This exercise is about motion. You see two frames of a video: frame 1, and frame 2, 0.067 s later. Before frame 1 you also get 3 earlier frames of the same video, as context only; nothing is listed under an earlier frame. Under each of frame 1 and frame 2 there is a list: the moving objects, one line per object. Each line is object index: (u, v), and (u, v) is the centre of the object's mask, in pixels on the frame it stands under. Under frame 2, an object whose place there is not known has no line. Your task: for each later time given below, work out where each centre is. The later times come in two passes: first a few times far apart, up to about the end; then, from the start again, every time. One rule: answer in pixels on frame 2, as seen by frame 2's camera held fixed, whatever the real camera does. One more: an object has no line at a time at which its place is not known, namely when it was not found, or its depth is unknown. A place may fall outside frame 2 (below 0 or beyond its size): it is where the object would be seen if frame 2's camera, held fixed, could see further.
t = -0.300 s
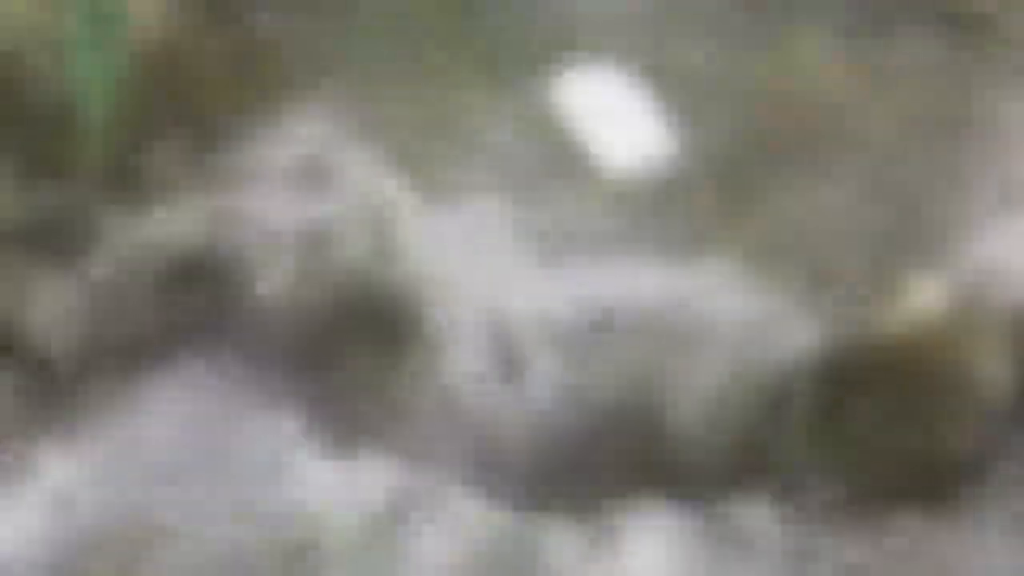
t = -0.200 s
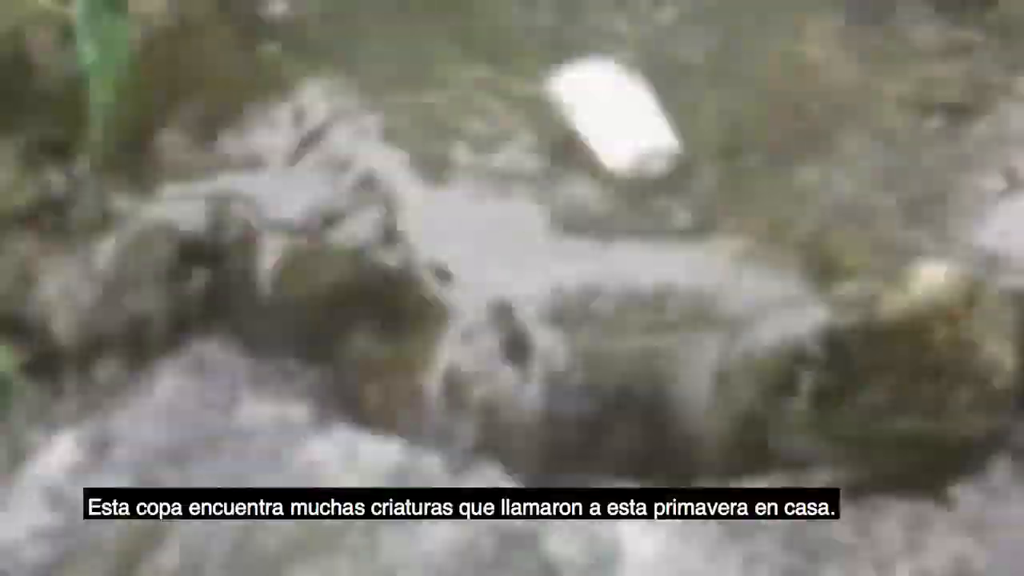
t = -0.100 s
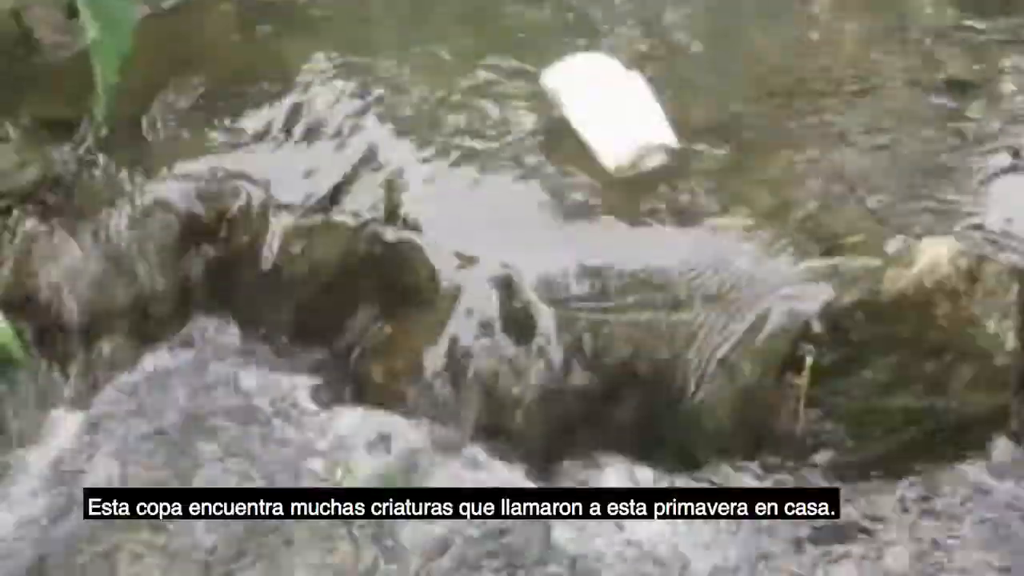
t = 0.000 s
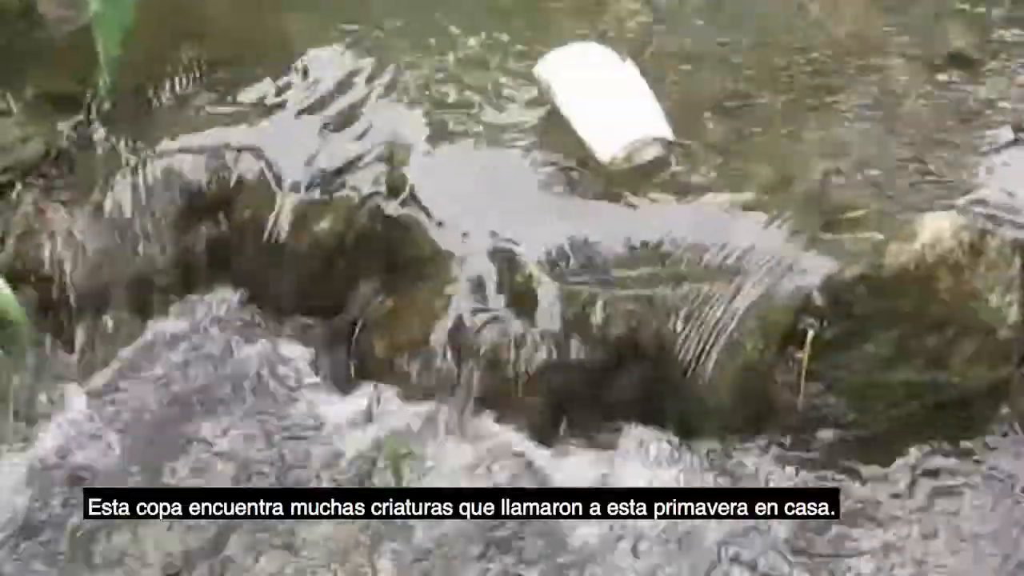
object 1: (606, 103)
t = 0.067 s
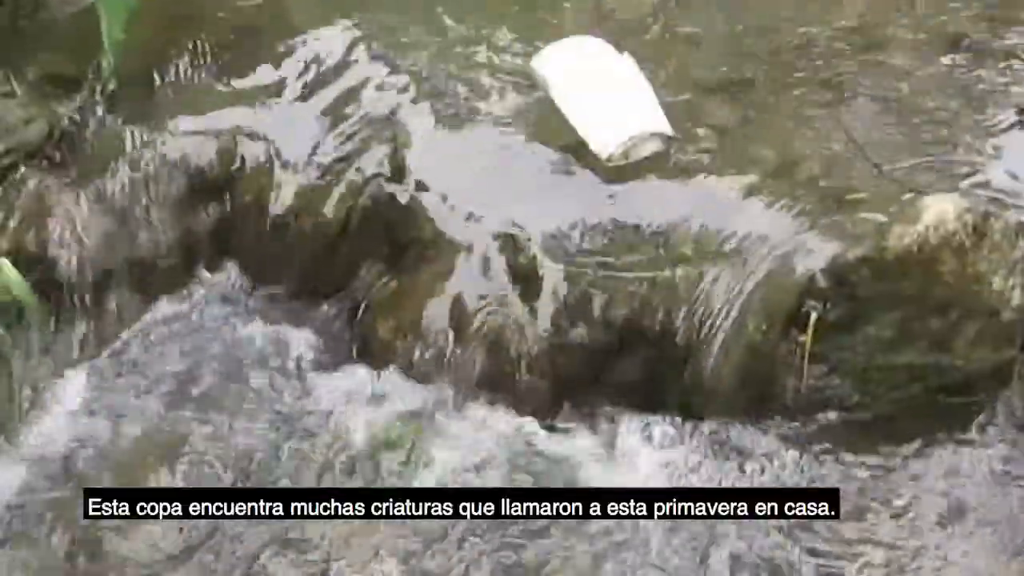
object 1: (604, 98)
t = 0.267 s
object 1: (585, 145)
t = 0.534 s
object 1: (557, 287)
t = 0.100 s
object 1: (601, 105)
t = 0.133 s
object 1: (598, 112)
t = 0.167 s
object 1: (595, 119)
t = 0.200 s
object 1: (591, 128)
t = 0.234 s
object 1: (588, 136)
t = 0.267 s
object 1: (585, 145)
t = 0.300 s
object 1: (582, 154)
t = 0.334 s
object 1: (578, 165)
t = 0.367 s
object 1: (574, 178)
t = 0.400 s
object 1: (571, 193)
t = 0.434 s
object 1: (568, 209)
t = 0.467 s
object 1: (565, 230)
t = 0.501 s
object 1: (560, 256)
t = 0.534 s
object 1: (557, 287)
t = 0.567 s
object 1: (562, 292)
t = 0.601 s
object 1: (565, 313)
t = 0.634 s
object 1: (568, 344)
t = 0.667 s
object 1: (567, 375)
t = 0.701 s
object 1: (565, 395)
